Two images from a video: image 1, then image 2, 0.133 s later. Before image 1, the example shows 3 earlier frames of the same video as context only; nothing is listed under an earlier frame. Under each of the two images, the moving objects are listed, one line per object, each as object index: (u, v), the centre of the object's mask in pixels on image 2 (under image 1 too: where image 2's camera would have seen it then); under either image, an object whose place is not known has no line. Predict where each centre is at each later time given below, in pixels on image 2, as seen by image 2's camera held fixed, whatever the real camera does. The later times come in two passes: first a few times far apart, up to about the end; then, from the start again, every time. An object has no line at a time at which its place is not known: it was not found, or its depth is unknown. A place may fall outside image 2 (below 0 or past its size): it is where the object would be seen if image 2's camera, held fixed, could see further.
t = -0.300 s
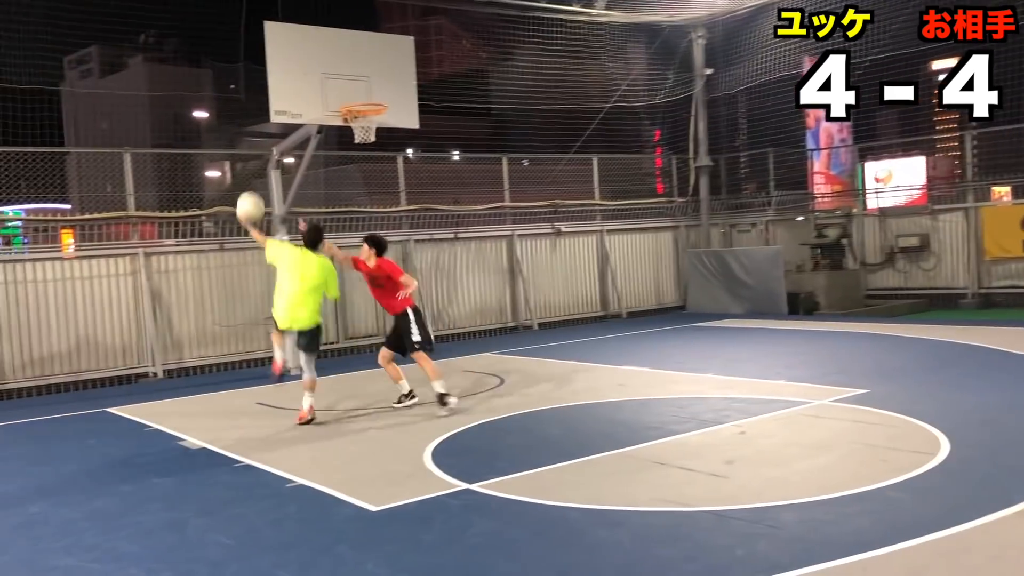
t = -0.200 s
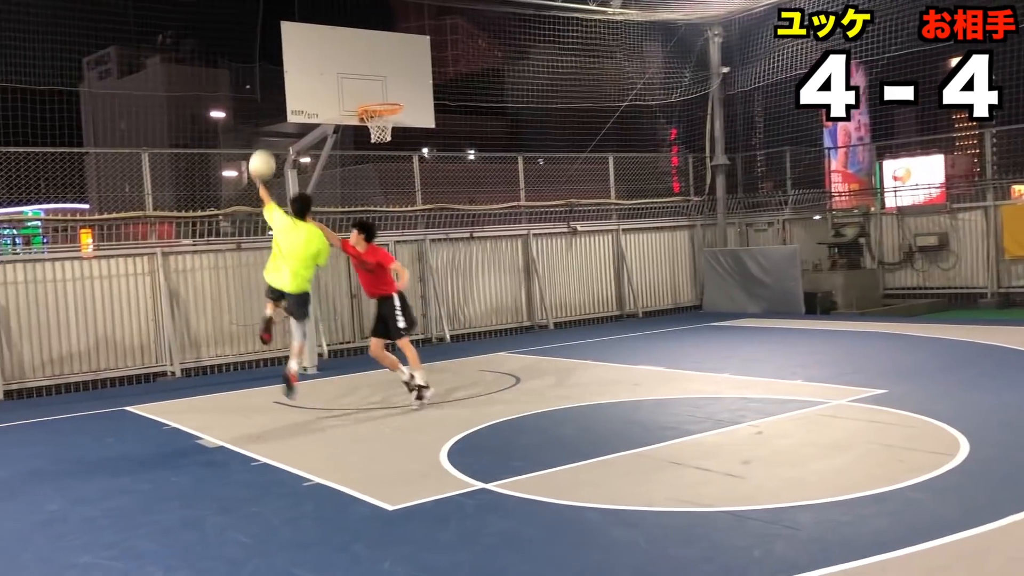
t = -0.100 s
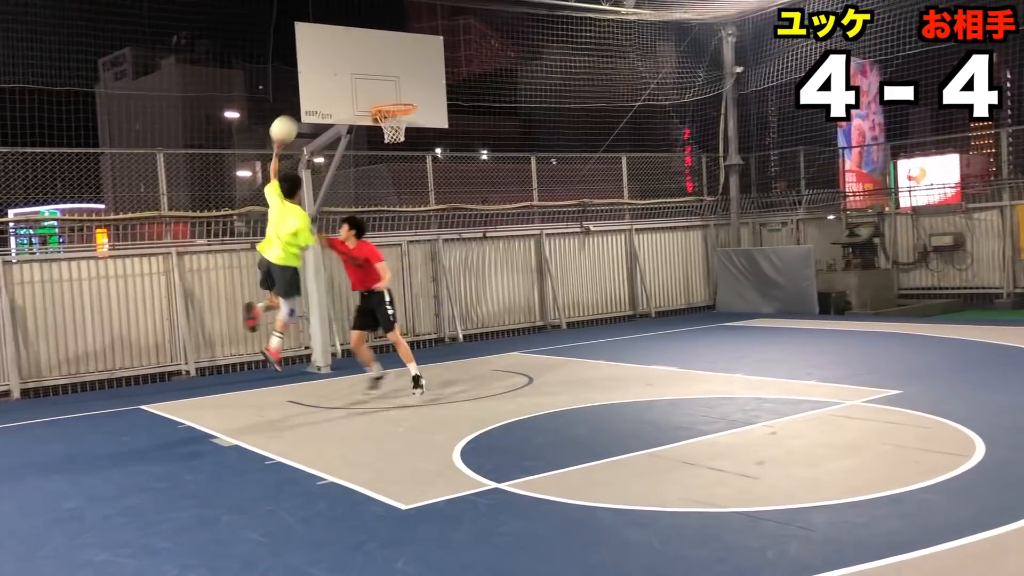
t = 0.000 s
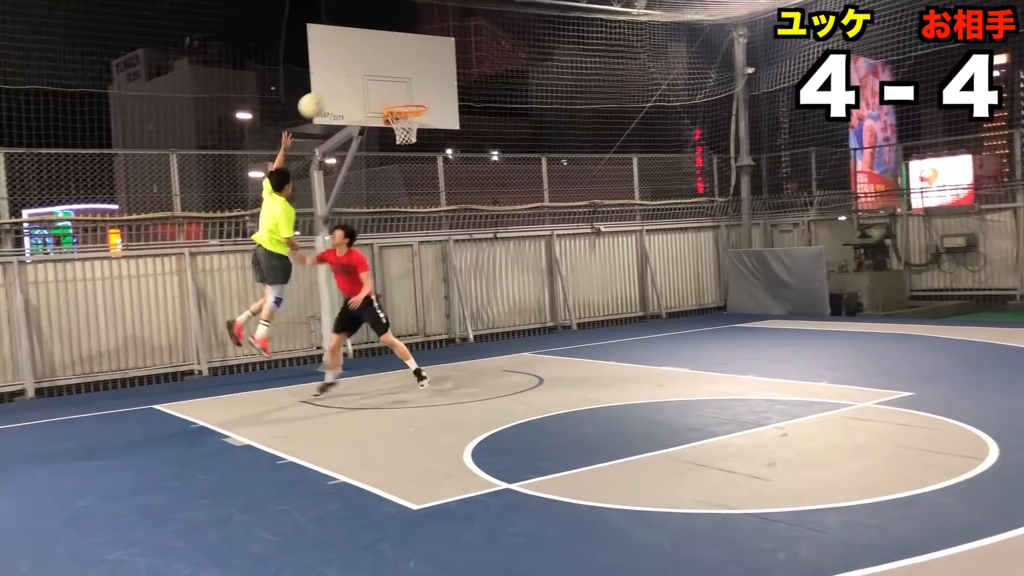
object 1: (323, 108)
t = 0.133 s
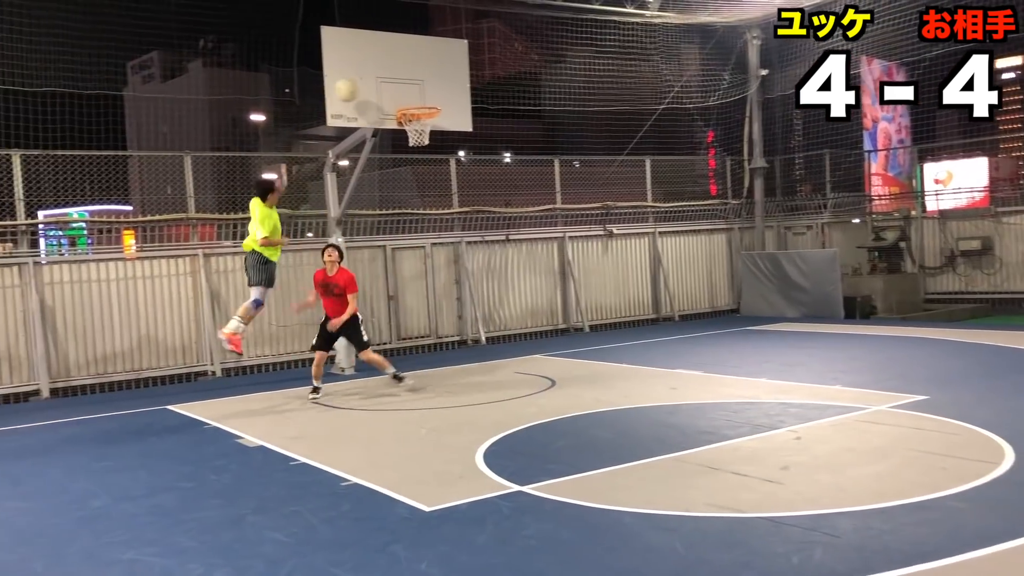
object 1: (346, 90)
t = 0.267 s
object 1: (367, 90)
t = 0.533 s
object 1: (403, 96)
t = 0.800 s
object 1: (425, 121)
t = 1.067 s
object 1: (423, 144)
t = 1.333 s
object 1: (421, 224)
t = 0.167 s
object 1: (351, 89)
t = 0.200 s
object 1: (356, 88)
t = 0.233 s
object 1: (362, 89)
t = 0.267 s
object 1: (367, 90)
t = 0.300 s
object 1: (371, 92)
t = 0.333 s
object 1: (376, 93)
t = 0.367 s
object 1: (381, 96)
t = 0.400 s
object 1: (388, 98)
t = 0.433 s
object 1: (395, 101)
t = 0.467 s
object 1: (399, 99)
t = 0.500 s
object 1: (401, 97)
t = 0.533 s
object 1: (403, 96)
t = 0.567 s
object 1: (406, 95)
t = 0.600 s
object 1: (408, 96)
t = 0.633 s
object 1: (412, 98)
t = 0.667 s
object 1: (415, 100)
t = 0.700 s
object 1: (418, 101)
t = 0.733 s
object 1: (420, 102)
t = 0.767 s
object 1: (424, 112)
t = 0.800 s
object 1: (425, 121)
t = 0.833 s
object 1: (427, 122)
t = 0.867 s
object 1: (425, 126)
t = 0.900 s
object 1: (425, 126)
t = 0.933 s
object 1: (425, 129)
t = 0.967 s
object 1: (425, 131)
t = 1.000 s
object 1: (424, 134)
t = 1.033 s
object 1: (424, 138)
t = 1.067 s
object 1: (423, 144)
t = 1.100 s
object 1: (422, 153)
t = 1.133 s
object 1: (421, 159)
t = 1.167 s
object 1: (421, 168)
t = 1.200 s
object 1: (422, 177)
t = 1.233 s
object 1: (421, 187)
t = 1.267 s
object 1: (422, 199)
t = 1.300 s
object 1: (420, 211)
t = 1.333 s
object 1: (421, 224)
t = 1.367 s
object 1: (420, 238)
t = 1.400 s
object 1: (420, 252)
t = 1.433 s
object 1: (420, 268)
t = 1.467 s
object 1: (421, 285)
